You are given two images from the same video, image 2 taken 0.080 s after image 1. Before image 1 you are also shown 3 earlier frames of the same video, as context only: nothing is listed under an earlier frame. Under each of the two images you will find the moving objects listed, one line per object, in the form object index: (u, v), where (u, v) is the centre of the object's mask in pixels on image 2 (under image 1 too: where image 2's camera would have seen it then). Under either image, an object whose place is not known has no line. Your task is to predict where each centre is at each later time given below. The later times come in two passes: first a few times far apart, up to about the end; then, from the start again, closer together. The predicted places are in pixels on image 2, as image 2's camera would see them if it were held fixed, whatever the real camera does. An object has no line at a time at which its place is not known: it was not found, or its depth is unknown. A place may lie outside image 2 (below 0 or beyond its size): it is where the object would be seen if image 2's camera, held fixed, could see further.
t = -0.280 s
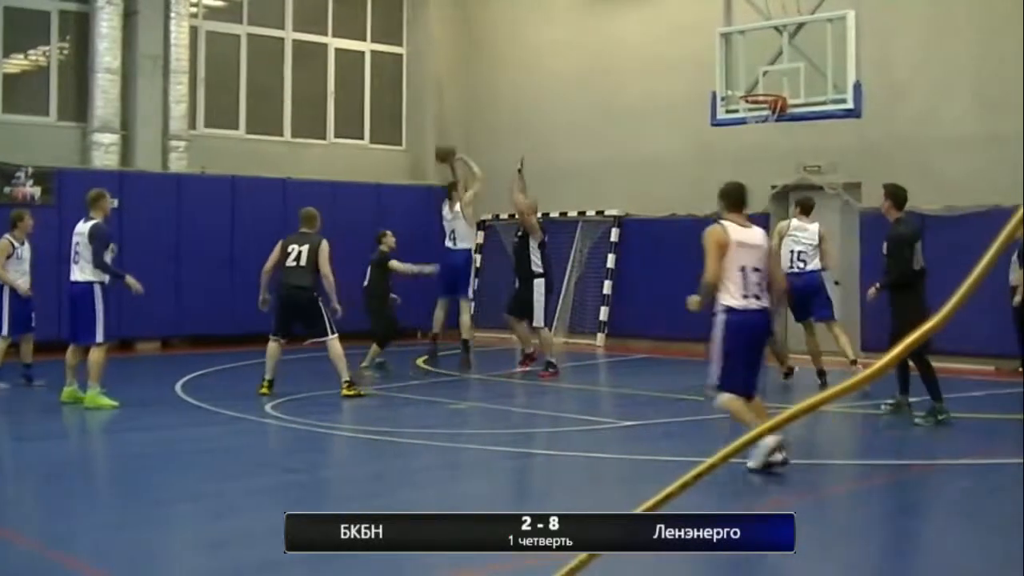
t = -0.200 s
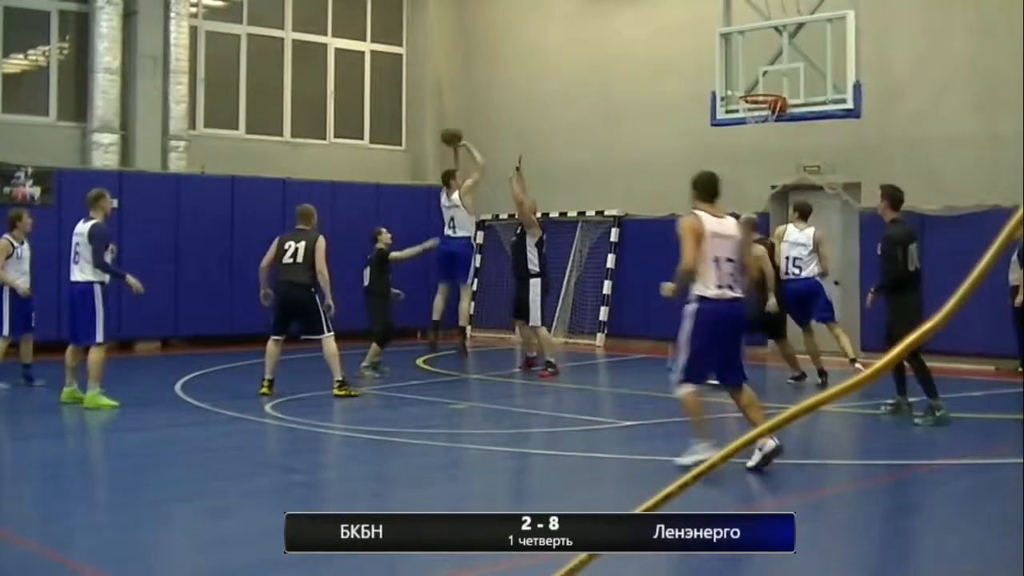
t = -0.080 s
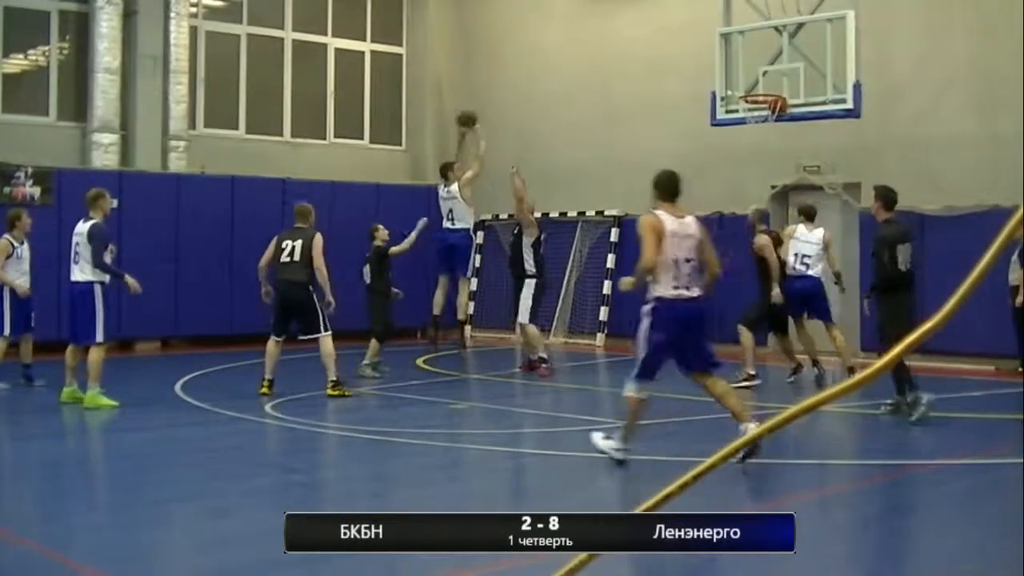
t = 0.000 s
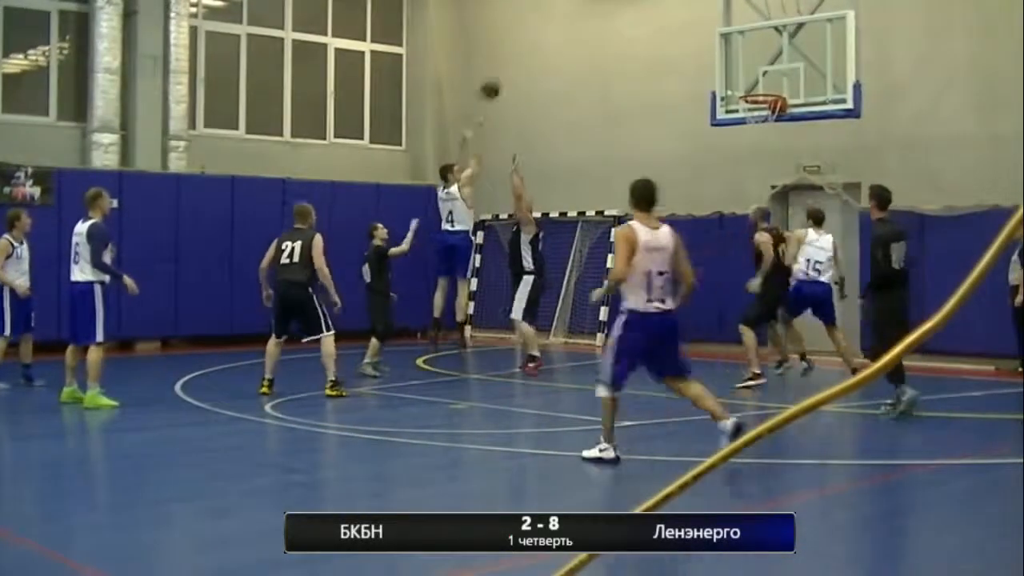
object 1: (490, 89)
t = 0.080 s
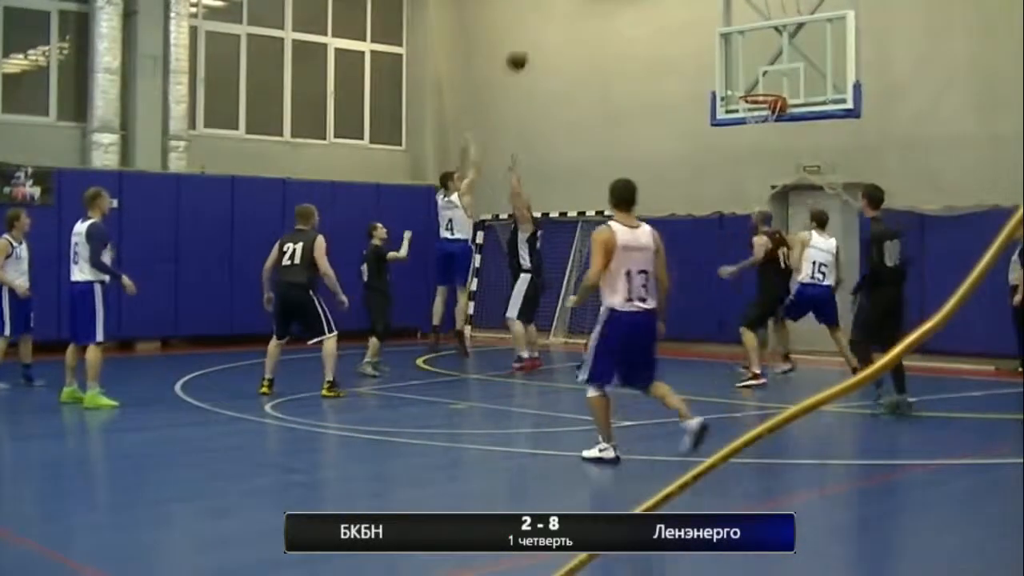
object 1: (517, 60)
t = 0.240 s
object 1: (569, 22)
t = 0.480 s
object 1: (647, 8)
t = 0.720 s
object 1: (724, 43)
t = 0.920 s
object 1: (760, 89)
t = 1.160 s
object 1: (731, 52)
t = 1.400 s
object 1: (714, 51)
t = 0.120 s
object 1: (529, 48)
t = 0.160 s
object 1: (543, 38)
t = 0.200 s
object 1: (556, 29)
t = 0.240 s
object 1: (569, 22)
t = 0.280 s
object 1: (582, 15)
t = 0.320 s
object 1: (595, 11)
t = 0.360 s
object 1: (609, 8)
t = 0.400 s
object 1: (621, 7)
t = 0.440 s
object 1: (635, 7)
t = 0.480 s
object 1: (647, 8)
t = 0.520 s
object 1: (661, 9)
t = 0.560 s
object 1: (673, 12)
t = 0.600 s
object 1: (686, 18)
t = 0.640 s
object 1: (699, 24)
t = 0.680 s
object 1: (711, 32)
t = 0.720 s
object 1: (724, 43)
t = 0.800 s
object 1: (750, 64)
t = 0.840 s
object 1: (762, 79)
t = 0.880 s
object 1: (772, 89)
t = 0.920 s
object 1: (760, 89)
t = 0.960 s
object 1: (746, 88)
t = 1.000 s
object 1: (744, 80)
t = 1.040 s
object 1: (740, 70)
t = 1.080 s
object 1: (737, 62)
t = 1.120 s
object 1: (734, 57)
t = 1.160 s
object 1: (731, 52)
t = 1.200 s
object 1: (727, 48)
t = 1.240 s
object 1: (725, 46)
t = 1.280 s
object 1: (722, 45)
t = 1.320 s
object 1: (720, 46)
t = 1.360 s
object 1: (717, 47)
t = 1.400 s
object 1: (714, 51)
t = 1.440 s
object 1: (711, 56)
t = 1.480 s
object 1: (708, 62)
